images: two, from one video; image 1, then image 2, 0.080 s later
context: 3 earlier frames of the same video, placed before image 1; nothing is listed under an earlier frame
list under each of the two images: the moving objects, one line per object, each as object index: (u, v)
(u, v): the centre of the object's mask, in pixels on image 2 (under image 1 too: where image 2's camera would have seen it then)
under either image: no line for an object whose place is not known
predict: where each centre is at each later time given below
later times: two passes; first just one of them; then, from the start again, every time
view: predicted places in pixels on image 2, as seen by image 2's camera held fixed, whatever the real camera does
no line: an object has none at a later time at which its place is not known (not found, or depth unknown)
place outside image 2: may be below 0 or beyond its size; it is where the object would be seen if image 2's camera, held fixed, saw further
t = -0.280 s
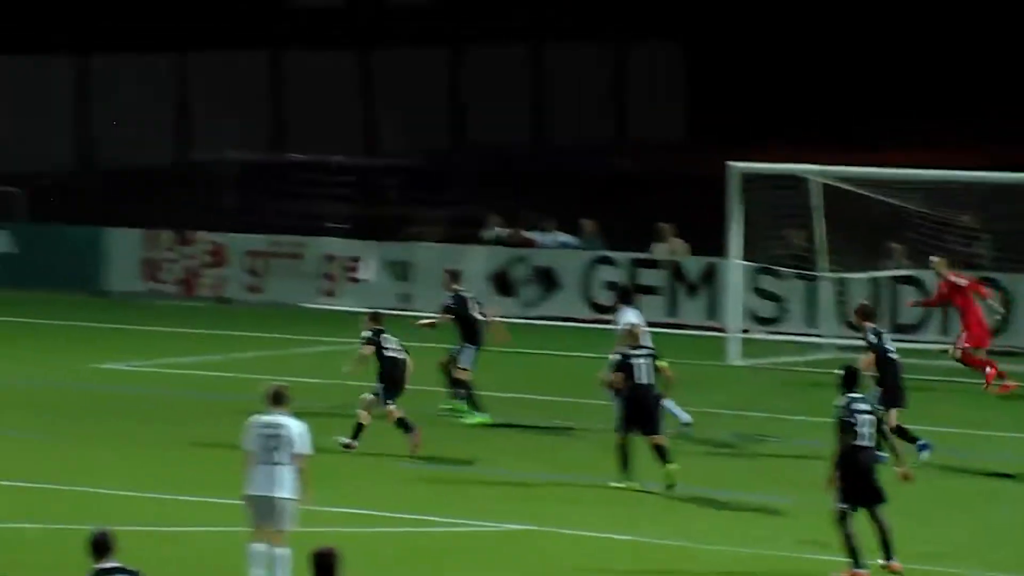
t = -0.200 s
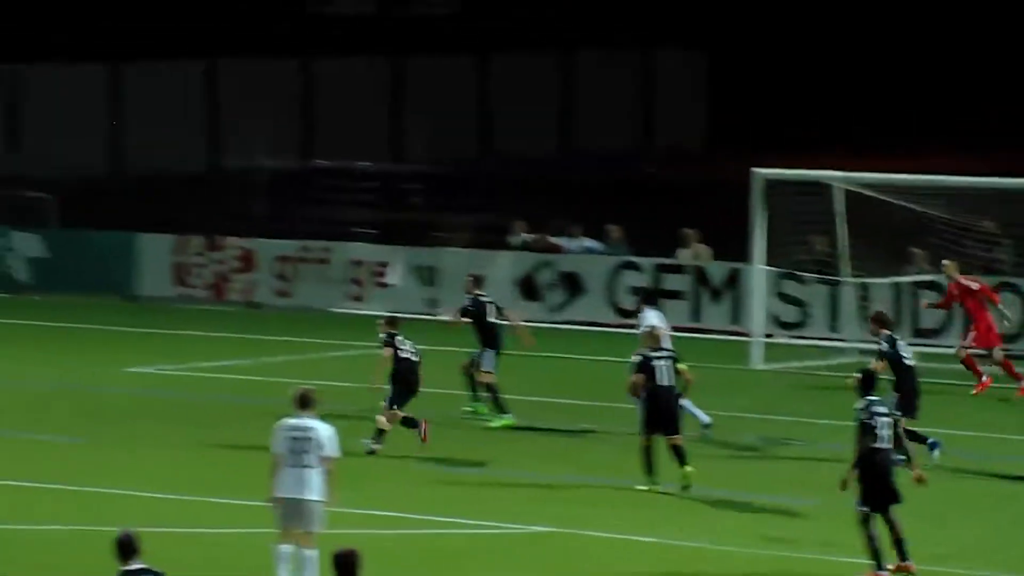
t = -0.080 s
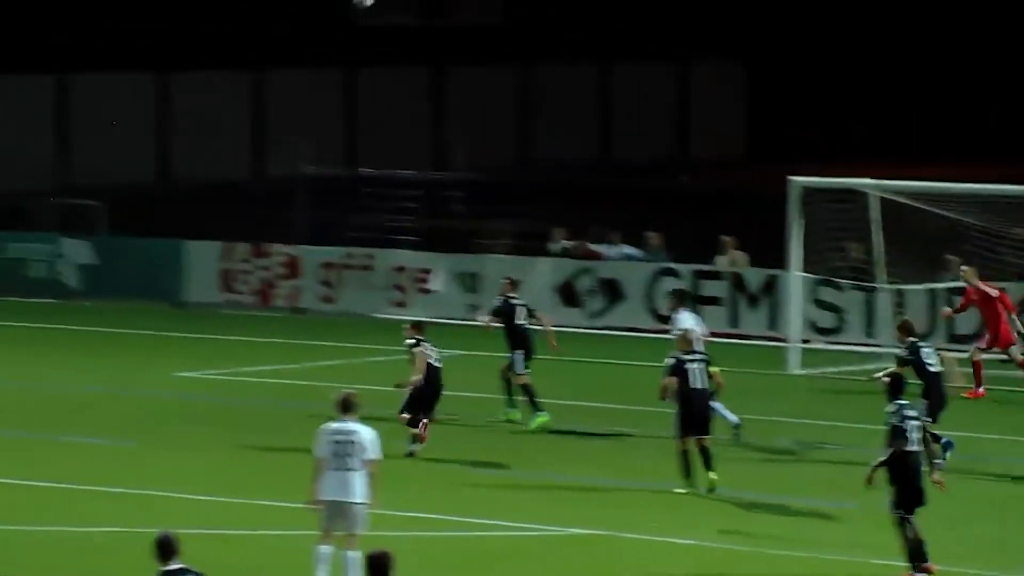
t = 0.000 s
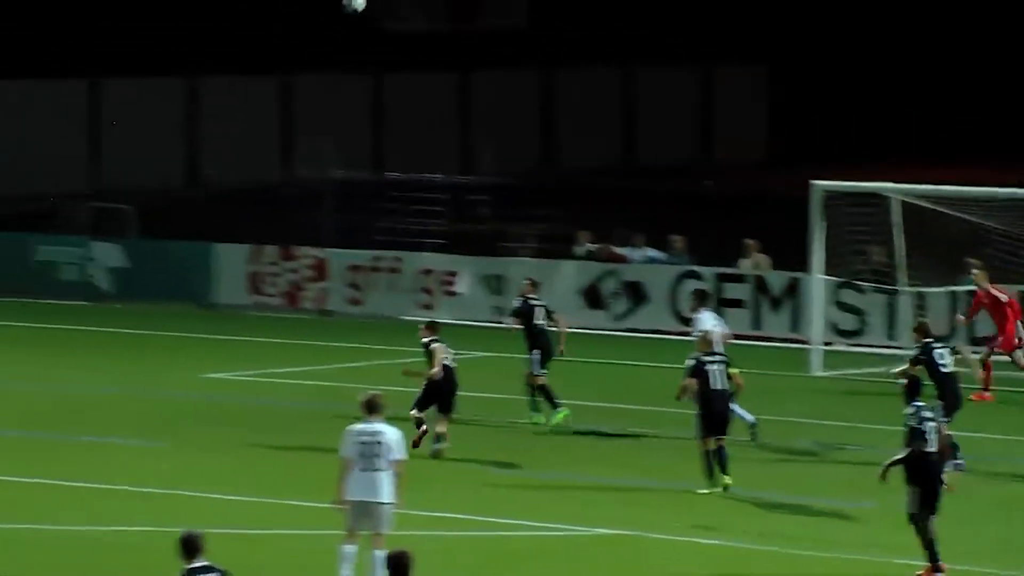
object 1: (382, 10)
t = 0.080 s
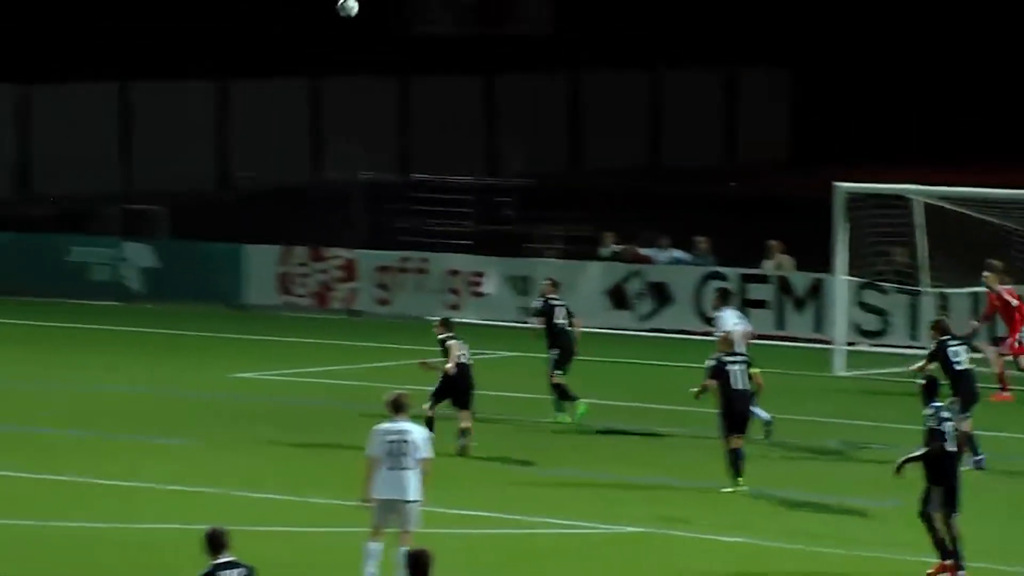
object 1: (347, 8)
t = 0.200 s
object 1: (298, 10)
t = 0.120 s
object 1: (331, 8)
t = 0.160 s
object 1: (314, 9)
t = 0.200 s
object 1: (298, 10)
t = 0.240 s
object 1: (283, 11)
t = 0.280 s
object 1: (266, 13)
